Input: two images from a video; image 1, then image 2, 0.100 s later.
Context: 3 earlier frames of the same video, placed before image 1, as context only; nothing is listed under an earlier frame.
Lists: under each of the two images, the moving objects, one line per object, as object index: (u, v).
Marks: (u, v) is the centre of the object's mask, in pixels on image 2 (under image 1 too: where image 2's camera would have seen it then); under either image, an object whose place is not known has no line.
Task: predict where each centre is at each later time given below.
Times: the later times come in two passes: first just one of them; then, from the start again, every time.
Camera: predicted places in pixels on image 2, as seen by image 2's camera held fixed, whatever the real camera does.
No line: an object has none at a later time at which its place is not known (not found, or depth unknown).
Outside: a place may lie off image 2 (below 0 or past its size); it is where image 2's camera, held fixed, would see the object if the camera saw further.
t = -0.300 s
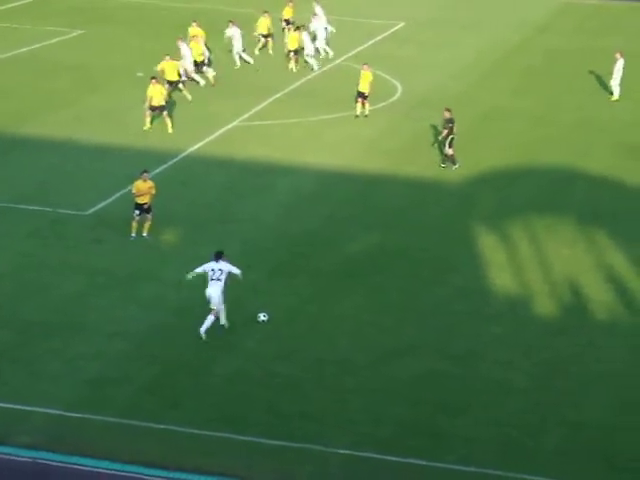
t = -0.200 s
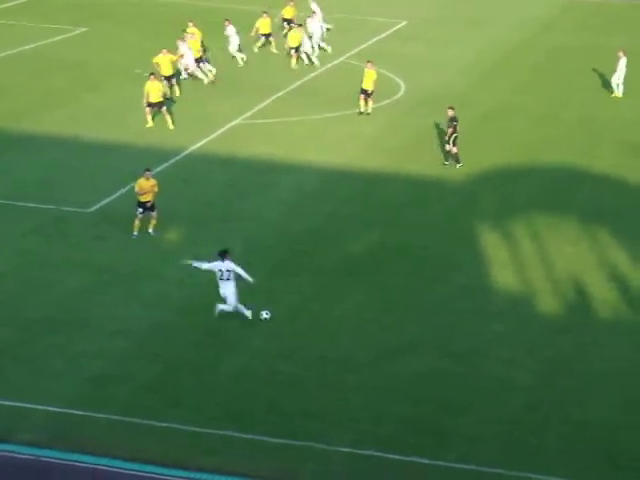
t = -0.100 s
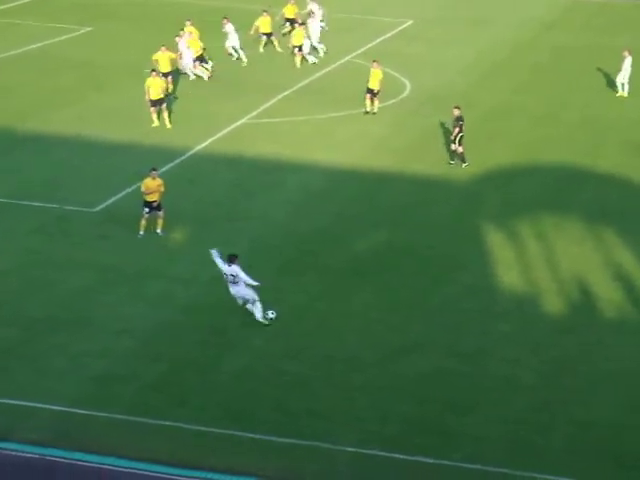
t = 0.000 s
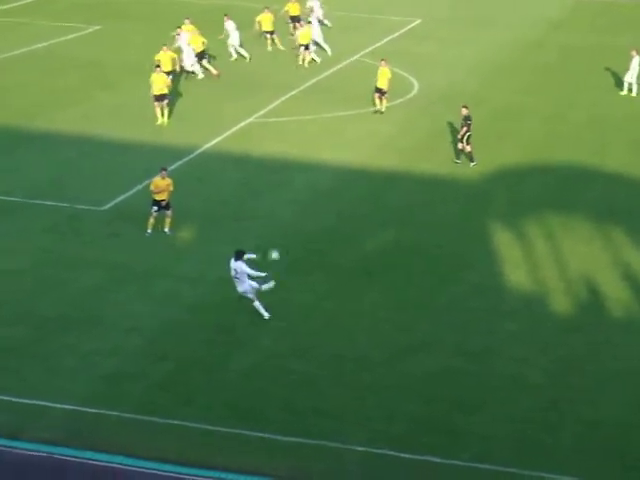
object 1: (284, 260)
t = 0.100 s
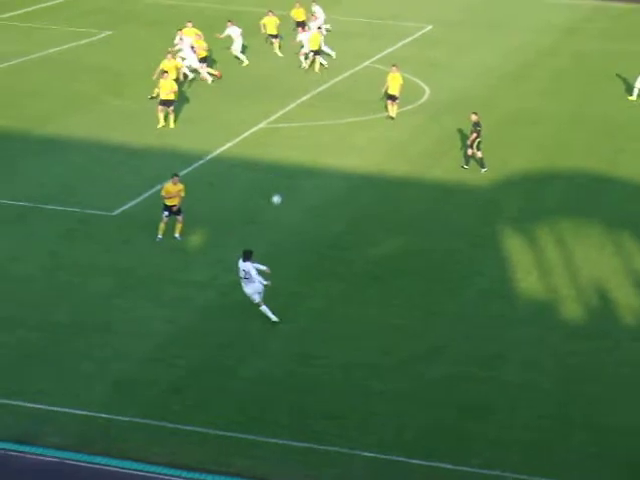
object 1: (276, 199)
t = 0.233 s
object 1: (262, 136)
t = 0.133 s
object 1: (273, 182)
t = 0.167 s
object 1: (269, 165)
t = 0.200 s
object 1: (265, 151)
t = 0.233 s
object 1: (262, 136)
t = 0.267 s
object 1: (257, 124)
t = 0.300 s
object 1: (254, 112)
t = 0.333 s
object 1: (249, 101)
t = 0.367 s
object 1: (244, 91)
